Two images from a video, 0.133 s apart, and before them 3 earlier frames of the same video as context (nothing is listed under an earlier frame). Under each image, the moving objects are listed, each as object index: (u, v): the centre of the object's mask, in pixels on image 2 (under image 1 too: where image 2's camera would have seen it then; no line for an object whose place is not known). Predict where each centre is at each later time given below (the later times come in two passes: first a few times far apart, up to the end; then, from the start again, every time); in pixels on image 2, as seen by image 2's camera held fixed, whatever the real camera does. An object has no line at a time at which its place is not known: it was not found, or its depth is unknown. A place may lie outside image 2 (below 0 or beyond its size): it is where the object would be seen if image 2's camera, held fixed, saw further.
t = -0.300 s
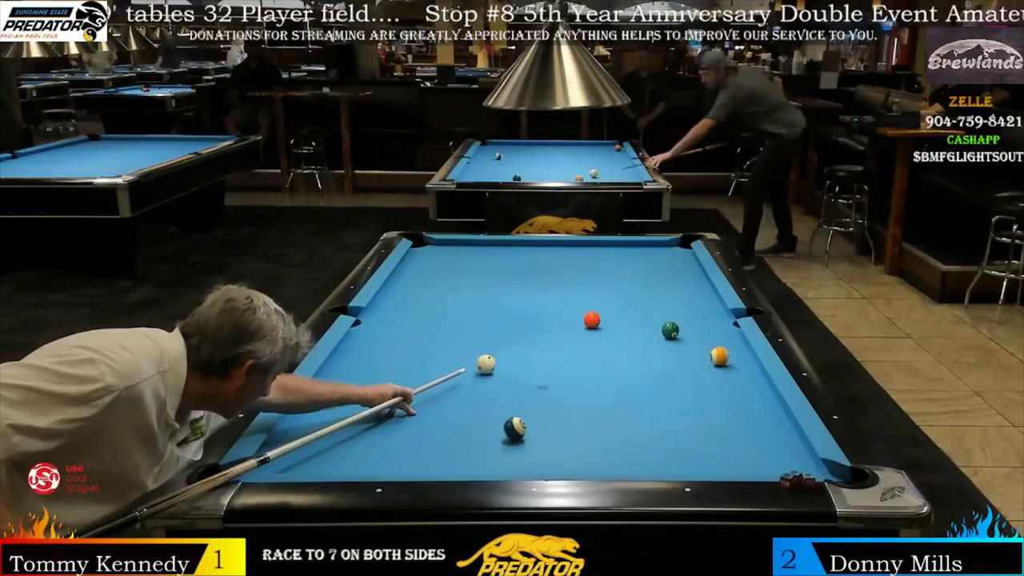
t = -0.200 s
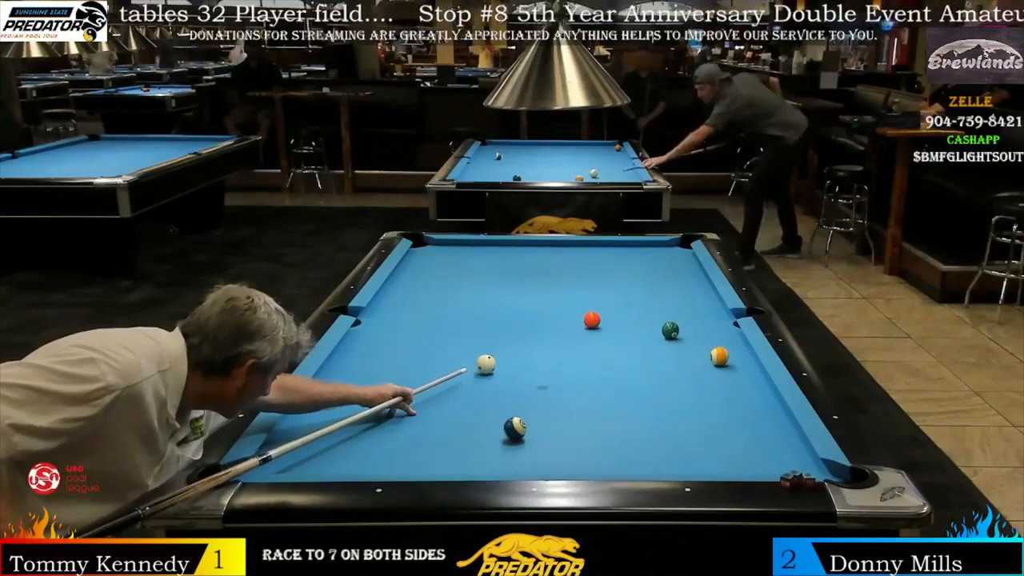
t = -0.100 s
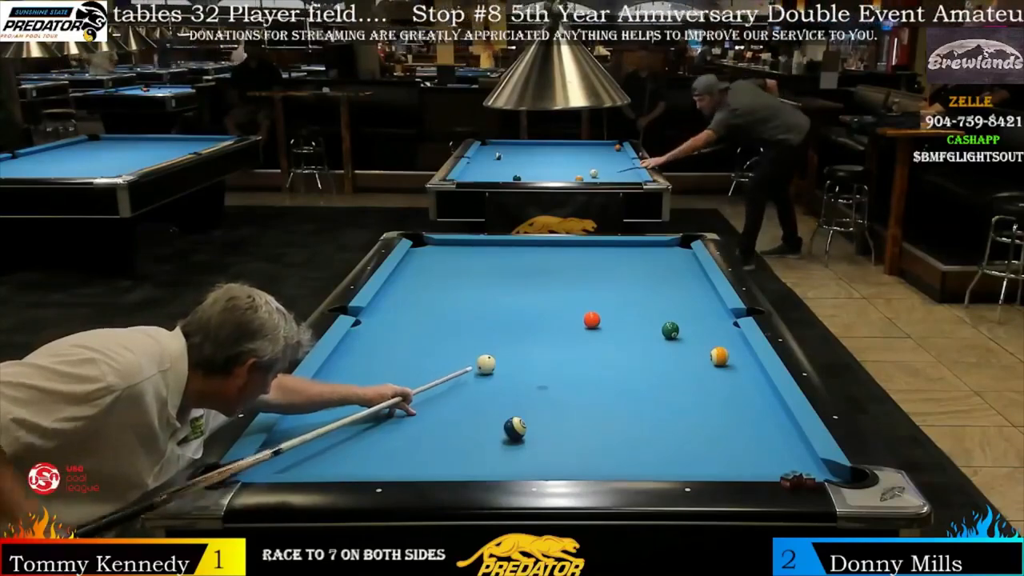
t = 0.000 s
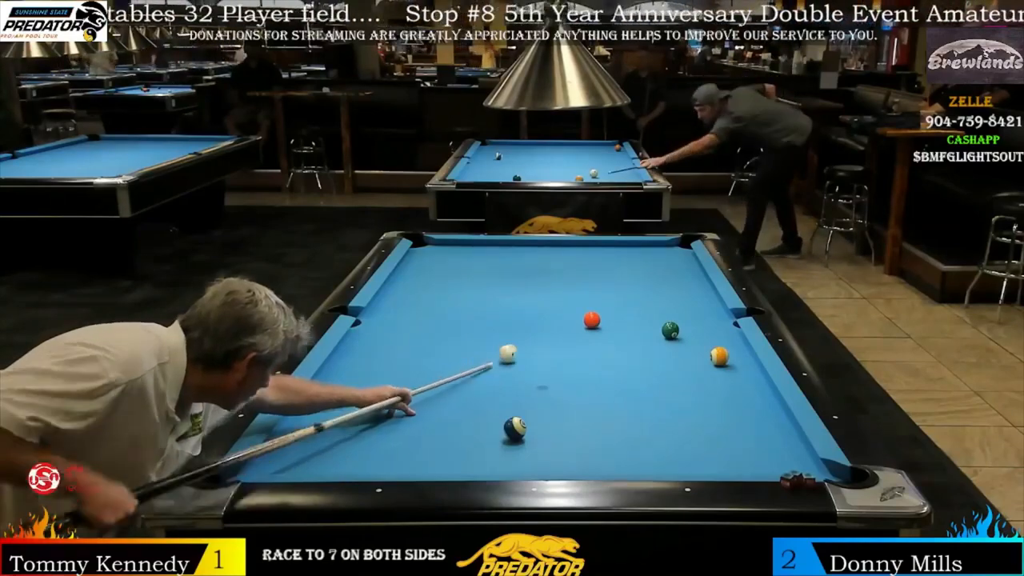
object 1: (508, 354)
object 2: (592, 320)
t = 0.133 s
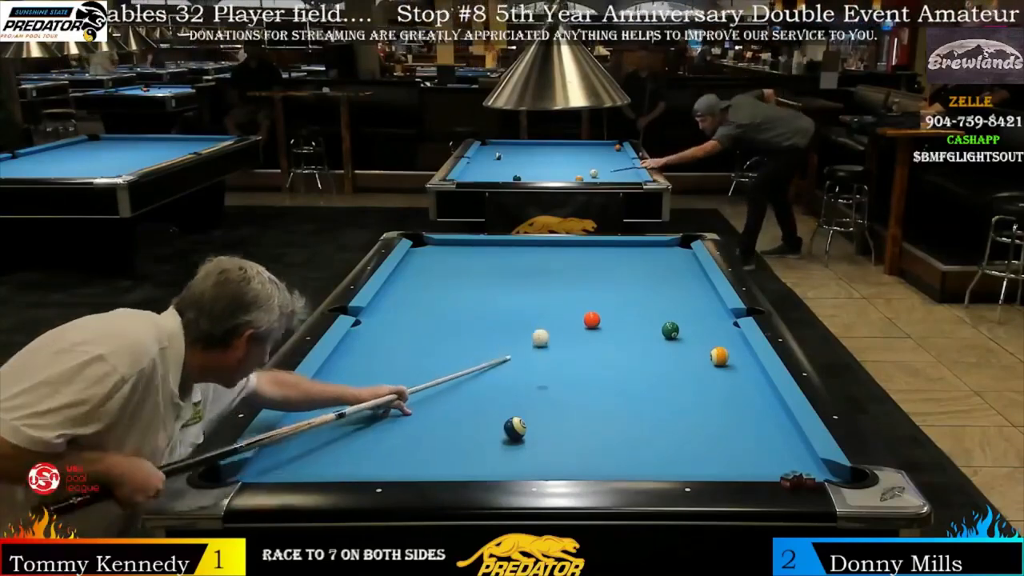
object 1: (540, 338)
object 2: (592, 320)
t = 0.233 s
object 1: (559, 329)
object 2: (592, 320)
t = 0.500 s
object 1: (576, 307)
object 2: (618, 319)
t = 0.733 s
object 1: (578, 291)
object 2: (646, 318)
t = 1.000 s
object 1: (581, 276)
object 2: (677, 316)
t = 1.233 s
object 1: (583, 264)
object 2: (702, 315)
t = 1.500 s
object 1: (584, 252)
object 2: (730, 315)
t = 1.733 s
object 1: (586, 243)
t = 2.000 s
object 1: (580, 249)
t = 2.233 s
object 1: (576, 255)
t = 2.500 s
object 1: (569, 262)
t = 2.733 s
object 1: (564, 268)
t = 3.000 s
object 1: (558, 274)
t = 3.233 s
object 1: (552, 280)
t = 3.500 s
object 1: (546, 286)
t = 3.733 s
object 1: (540, 292)
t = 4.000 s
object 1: (534, 299)
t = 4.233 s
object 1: (529, 304)
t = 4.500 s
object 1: (522, 310)
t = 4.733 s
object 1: (517, 316)
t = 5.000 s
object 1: (512, 321)
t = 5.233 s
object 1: (507, 326)
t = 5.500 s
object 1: (502, 331)
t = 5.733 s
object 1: (498, 336)
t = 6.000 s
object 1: (493, 340)
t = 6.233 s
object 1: (489, 344)
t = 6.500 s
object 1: (485, 347)
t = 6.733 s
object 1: (482, 350)
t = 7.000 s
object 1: (480, 352)
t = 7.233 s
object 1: (478, 353)
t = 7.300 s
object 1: (477, 354)
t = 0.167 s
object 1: (546, 335)
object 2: (592, 320)
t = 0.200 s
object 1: (553, 332)
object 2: (592, 320)
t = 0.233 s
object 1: (559, 329)
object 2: (592, 320)
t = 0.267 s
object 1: (565, 325)
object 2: (592, 320)
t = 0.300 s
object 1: (571, 322)
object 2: (592, 320)
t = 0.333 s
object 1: (574, 320)
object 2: (594, 320)
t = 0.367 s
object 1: (574, 317)
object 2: (600, 320)
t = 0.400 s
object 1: (574, 314)
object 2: (605, 319)
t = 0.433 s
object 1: (575, 312)
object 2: (609, 319)
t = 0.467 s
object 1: (575, 309)
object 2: (613, 319)
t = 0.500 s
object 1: (576, 307)
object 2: (618, 319)
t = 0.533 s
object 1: (576, 305)
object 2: (622, 319)
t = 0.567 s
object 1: (577, 302)
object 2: (626, 319)
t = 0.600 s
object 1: (577, 300)
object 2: (630, 319)
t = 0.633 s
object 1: (577, 297)
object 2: (634, 318)
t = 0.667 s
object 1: (578, 295)
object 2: (638, 318)
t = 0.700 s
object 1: (578, 293)
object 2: (642, 318)
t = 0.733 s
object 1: (578, 291)
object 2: (646, 318)
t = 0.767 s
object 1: (579, 289)
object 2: (650, 317)
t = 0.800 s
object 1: (579, 287)
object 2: (654, 318)
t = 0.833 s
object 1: (580, 285)
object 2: (658, 317)
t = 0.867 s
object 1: (580, 283)
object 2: (662, 317)
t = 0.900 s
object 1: (580, 281)
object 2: (665, 316)
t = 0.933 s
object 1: (580, 279)
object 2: (670, 316)
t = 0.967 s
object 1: (581, 278)
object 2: (674, 316)
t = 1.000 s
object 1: (581, 276)
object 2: (677, 316)
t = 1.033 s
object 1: (581, 274)
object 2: (681, 316)
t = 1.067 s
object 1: (582, 272)
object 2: (685, 316)
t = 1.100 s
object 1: (582, 271)
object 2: (688, 316)
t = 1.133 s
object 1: (582, 269)
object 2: (692, 316)
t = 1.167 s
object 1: (582, 267)
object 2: (695, 316)
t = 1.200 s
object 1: (583, 265)
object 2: (699, 316)
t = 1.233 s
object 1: (583, 264)
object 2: (702, 315)
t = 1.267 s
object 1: (583, 262)
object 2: (706, 315)
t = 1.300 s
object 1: (583, 261)
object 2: (709, 315)
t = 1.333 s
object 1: (583, 259)
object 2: (713, 315)
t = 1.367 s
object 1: (584, 258)
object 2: (716, 315)
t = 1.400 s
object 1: (584, 256)
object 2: (720, 315)
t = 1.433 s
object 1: (584, 255)
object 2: (723, 315)
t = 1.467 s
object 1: (584, 253)
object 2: (727, 315)
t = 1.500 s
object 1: (584, 252)
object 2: (730, 315)
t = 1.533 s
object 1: (585, 251)
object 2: (733, 314)
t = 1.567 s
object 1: (585, 249)
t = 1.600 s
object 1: (585, 248)
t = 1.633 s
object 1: (586, 246)
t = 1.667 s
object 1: (586, 245)
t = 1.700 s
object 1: (586, 243)
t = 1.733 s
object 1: (586, 243)
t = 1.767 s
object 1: (586, 244)
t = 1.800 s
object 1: (585, 244)
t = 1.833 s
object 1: (584, 245)
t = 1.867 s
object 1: (583, 246)
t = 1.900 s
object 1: (583, 247)
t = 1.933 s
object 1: (582, 247)
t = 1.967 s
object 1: (582, 248)
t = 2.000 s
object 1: (580, 249)
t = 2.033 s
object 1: (580, 250)
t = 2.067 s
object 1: (579, 251)
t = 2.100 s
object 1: (578, 252)
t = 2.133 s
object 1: (577, 253)
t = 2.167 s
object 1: (577, 253)
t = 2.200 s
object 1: (576, 254)
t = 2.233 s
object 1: (576, 255)
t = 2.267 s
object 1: (575, 256)
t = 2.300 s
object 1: (574, 257)
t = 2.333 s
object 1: (573, 258)
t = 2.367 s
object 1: (572, 258)
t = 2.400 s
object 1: (572, 259)
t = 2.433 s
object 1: (571, 260)
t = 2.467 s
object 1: (570, 261)
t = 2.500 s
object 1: (569, 262)
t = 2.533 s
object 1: (569, 263)
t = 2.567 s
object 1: (568, 263)
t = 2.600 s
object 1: (567, 264)
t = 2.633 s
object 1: (566, 265)
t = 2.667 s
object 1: (565, 266)
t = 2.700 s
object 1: (565, 267)
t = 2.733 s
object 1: (564, 268)
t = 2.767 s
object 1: (563, 268)
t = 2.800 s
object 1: (562, 269)
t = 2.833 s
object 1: (562, 270)
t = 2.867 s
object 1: (561, 271)
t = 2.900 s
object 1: (561, 271)
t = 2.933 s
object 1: (560, 272)
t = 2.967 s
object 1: (558, 273)
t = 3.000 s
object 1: (558, 274)
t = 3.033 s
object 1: (557, 275)
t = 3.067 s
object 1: (556, 276)
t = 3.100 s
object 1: (555, 277)
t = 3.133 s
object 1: (555, 277)
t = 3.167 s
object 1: (554, 278)
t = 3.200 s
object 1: (553, 279)
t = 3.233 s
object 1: (552, 280)
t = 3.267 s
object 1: (552, 280)
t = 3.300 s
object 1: (551, 282)
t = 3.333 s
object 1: (550, 282)
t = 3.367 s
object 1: (549, 283)
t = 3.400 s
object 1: (548, 284)
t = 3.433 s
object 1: (547, 285)
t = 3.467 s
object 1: (546, 286)
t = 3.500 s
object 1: (546, 286)
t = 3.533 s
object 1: (545, 287)
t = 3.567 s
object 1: (544, 288)
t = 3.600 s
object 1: (544, 289)
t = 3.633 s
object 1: (543, 290)
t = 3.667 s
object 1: (542, 291)
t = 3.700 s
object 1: (541, 291)
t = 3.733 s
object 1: (540, 292)
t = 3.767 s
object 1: (539, 293)
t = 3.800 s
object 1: (539, 294)
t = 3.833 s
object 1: (538, 295)
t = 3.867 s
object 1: (537, 296)
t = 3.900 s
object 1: (536, 296)
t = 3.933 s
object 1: (536, 297)
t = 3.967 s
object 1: (535, 298)
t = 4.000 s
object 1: (534, 299)
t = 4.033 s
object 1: (533, 299)
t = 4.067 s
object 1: (533, 300)
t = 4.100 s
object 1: (532, 301)
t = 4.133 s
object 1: (531, 302)
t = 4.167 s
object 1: (530, 303)
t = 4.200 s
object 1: (529, 303)
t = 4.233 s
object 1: (529, 304)
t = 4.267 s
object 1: (528, 305)
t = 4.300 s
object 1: (527, 306)
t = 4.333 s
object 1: (526, 307)
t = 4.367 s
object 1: (526, 307)
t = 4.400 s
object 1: (525, 308)
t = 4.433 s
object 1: (524, 309)
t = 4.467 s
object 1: (523, 309)
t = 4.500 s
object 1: (522, 310)
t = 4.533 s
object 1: (522, 311)
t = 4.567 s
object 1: (521, 312)
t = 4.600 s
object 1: (520, 313)
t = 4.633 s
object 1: (520, 314)
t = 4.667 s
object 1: (519, 314)
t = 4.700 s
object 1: (518, 315)
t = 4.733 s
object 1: (517, 316)
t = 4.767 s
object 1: (517, 317)
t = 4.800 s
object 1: (516, 317)
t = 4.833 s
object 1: (515, 318)
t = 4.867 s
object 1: (515, 319)
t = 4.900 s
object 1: (514, 320)
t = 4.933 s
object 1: (513, 320)
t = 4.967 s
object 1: (513, 321)
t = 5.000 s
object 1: (512, 321)
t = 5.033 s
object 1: (511, 322)
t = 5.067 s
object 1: (510, 323)
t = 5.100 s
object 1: (510, 324)
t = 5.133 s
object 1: (509, 324)
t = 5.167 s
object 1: (508, 325)
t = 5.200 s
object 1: (508, 326)
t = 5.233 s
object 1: (507, 326)
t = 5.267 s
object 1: (507, 327)
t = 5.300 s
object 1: (506, 328)
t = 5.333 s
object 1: (506, 328)
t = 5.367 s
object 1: (505, 329)
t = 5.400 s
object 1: (504, 330)
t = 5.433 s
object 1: (504, 330)
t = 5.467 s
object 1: (503, 331)
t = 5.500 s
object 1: (502, 331)
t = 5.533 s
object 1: (502, 332)
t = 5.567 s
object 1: (501, 333)
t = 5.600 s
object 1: (501, 333)
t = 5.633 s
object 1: (500, 334)
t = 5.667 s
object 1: (499, 334)
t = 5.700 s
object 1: (499, 335)
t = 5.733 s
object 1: (498, 336)
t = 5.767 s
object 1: (497, 336)
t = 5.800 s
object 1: (496, 337)
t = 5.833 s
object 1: (496, 338)
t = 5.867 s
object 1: (495, 338)
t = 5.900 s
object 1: (495, 339)
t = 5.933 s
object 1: (494, 339)
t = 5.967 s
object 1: (494, 340)
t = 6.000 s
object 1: (493, 340)
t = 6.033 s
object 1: (492, 341)
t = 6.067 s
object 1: (492, 341)
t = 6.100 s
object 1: (491, 342)
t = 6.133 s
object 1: (491, 342)
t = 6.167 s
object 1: (490, 343)
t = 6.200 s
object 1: (490, 343)
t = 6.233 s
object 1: (489, 344)
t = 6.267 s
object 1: (489, 344)
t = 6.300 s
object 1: (489, 345)
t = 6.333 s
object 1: (488, 345)
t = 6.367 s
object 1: (487, 346)
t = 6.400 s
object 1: (487, 346)
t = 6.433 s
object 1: (486, 346)
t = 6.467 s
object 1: (486, 347)
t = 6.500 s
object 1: (485, 347)
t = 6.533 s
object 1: (485, 347)
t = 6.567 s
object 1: (485, 348)
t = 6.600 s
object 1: (484, 348)
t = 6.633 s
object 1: (484, 349)
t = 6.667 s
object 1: (483, 349)
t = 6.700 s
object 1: (483, 350)
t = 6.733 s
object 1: (482, 350)
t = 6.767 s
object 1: (482, 350)
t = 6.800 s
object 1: (482, 350)
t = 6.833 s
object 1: (481, 351)
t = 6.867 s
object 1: (481, 351)
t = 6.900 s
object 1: (481, 351)
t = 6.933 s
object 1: (481, 352)
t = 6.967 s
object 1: (480, 352)
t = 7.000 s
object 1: (480, 352)
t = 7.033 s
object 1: (480, 352)
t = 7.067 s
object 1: (479, 353)
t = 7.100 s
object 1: (479, 353)
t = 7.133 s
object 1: (479, 353)
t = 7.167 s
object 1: (479, 353)
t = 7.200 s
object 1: (478, 353)
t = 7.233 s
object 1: (478, 353)
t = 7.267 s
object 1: (478, 354)
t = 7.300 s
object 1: (477, 354)
